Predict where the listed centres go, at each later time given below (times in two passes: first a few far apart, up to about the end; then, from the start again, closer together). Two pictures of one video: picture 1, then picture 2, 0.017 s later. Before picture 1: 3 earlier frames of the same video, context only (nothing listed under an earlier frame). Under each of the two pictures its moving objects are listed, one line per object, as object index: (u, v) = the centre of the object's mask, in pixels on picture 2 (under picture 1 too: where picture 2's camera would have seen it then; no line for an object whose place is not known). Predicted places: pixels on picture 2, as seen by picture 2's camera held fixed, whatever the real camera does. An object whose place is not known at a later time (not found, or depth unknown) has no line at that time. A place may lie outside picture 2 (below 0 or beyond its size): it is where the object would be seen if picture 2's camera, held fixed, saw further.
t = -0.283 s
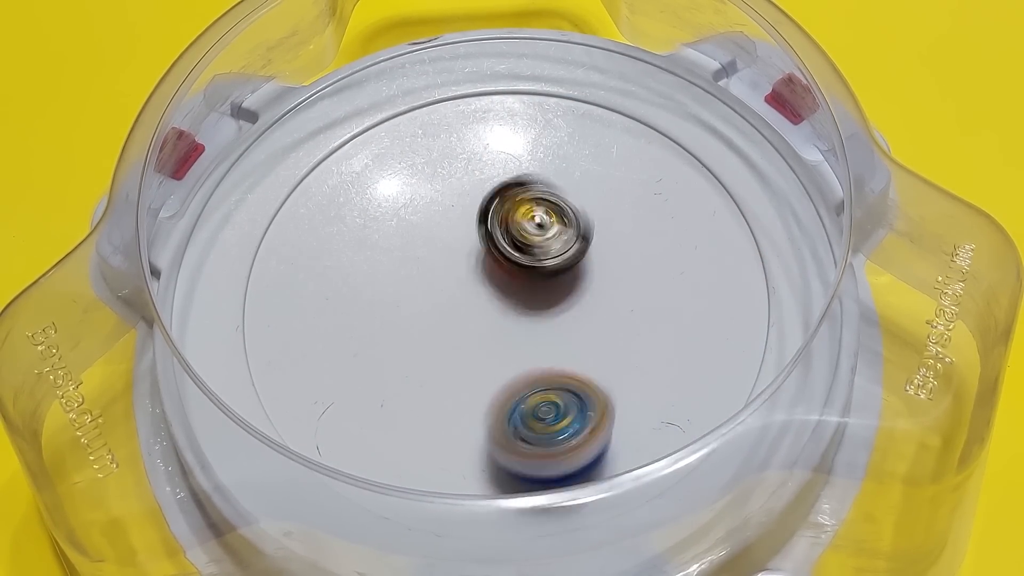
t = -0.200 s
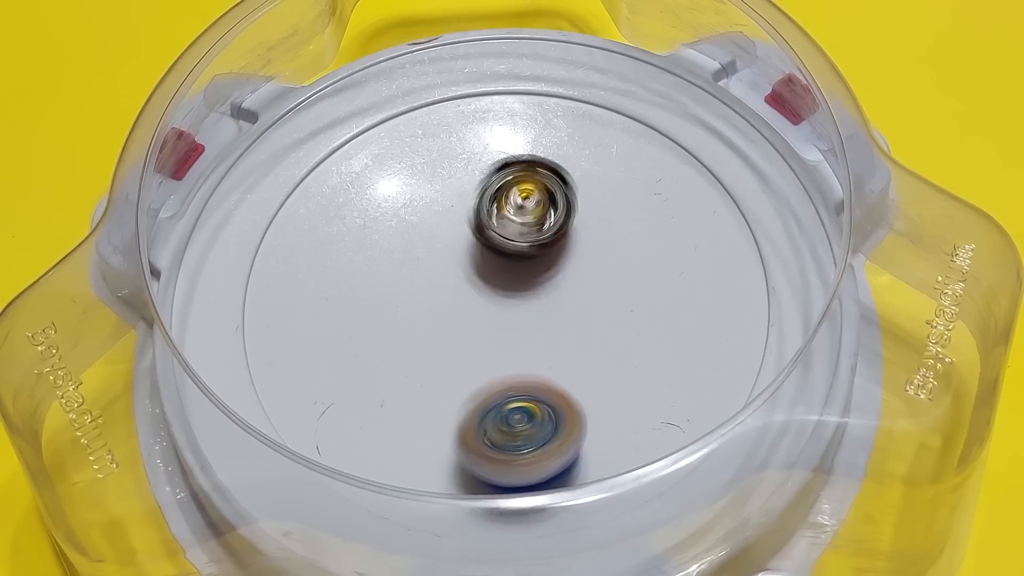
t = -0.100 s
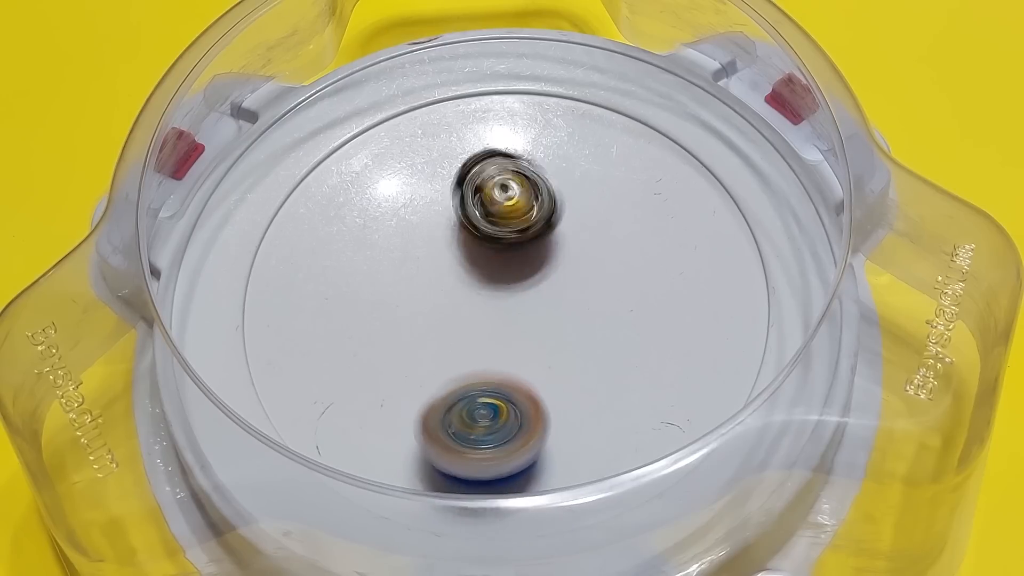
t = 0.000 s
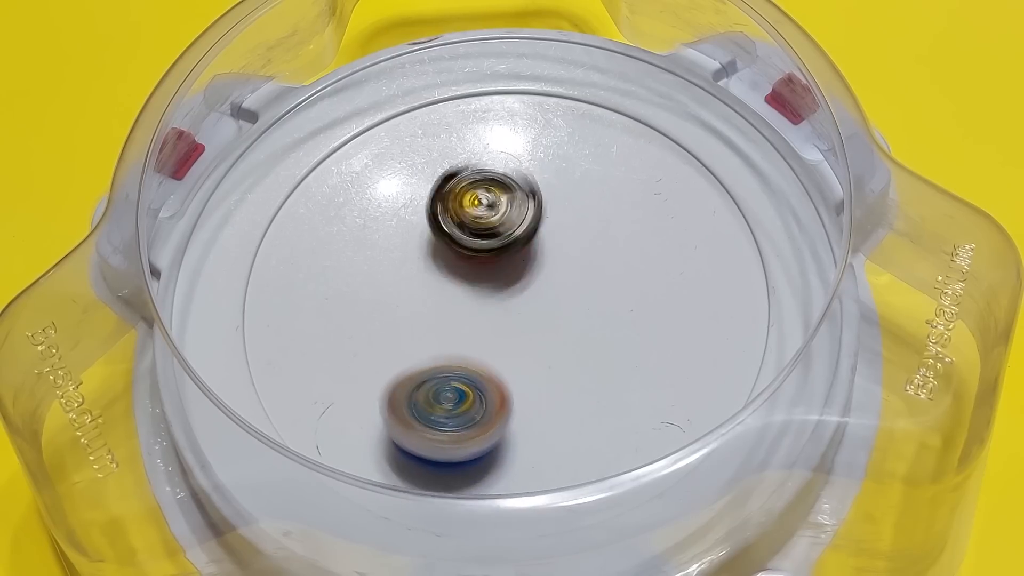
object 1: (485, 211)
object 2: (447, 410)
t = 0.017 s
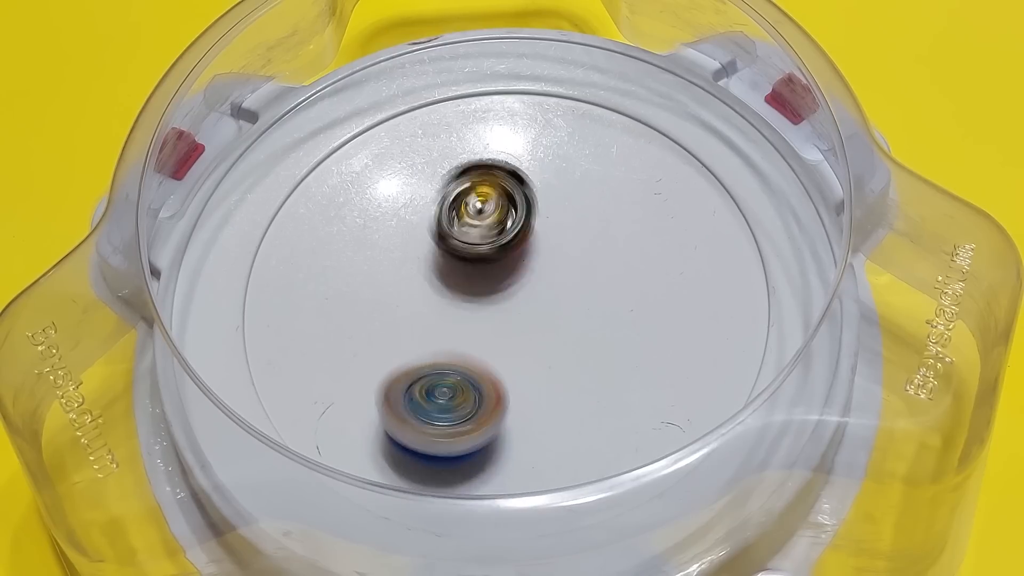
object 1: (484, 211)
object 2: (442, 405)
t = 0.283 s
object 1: (525, 266)
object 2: (357, 330)
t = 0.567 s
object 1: (603, 295)
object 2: (352, 248)
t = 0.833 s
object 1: (599, 336)
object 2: (438, 200)
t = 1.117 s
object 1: (509, 308)
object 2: (547, 211)
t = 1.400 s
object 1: (422, 278)
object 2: (657, 213)
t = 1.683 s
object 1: (497, 258)
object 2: (619, 295)
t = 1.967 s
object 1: (534, 240)
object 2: (520, 360)
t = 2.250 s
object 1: (539, 247)
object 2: (420, 301)
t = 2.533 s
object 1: (547, 243)
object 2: (421, 226)
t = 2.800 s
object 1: (568, 261)
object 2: (466, 199)
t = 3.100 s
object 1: (580, 321)
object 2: (502, 210)
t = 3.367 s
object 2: (485, 258)
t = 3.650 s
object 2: (455, 240)
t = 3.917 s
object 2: (484, 219)
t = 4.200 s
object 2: (498, 256)
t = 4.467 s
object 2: (479, 264)
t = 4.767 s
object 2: (470, 231)
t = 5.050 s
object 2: (507, 241)
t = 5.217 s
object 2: (510, 250)
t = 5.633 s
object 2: (442, 280)
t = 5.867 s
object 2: (453, 296)
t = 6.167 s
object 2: (473, 272)
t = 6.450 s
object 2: (497, 248)
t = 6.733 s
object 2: (506, 240)
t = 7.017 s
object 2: (500, 254)
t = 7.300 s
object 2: (473, 262)
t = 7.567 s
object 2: (464, 272)
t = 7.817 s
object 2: (476, 271)
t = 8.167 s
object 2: (511, 255)
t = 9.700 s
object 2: (512, 251)
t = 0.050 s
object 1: (481, 219)
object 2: (432, 398)
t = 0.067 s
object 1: (480, 225)
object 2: (426, 394)
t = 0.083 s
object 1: (477, 227)
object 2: (423, 389)
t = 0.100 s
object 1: (480, 234)
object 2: (417, 383)
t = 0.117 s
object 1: (477, 235)
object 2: (414, 378)
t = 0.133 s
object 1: (481, 242)
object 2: (409, 372)
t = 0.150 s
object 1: (475, 249)
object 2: (407, 366)
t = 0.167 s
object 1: (480, 251)
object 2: (403, 360)
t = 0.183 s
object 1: (477, 257)
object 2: (402, 354)
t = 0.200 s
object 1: (481, 259)
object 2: (399, 348)
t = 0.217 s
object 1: (484, 268)
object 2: (394, 344)
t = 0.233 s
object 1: (496, 265)
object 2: (382, 342)
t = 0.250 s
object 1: (511, 268)
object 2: (371, 338)
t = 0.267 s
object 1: (516, 268)
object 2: (365, 335)
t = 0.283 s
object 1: (525, 266)
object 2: (357, 330)
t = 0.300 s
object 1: (532, 269)
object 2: (353, 325)
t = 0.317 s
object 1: (538, 268)
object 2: (348, 320)
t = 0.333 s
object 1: (544, 270)
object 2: (345, 315)
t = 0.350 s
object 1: (545, 272)
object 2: (341, 309)
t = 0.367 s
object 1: (552, 272)
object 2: (340, 304)
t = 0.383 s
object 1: (553, 271)
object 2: (337, 299)
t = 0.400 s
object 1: (559, 270)
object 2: (337, 294)
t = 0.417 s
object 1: (564, 273)
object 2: (335, 289)
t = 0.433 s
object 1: (566, 273)
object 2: (336, 284)
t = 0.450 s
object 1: (576, 275)
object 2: (336, 280)
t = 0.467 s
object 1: (578, 279)
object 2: (337, 274)
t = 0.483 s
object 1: (585, 280)
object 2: (338, 271)
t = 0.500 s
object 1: (590, 287)
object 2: (340, 265)
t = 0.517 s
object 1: (590, 288)
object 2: (343, 263)
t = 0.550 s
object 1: (596, 296)
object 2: (349, 254)
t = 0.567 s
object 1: (603, 295)
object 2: (352, 248)
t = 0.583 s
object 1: (606, 302)
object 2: (356, 245)
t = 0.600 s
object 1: (606, 303)
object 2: (359, 239)
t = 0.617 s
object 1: (614, 308)
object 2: (364, 237)
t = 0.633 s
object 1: (611, 316)
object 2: (367, 231)
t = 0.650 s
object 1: (615, 314)
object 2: (373, 228)
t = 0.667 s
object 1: (617, 320)
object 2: (376, 223)
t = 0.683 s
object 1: (614, 321)
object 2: (382, 220)
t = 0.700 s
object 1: (620, 323)
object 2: (386, 217)
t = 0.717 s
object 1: (614, 328)
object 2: (393, 213)
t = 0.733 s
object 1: (614, 326)
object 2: (398, 211)
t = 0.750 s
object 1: (614, 330)
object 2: (405, 207)
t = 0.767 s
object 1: (609, 331)
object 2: (411, 207)
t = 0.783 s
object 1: (612, 331)
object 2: (418, 202)
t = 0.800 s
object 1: (606, 336)
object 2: (424, 202)
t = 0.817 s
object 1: (600, 331)
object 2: (430, 199)
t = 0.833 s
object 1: (599, 336)
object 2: (438, 200)
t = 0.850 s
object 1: (590, 336)
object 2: (444, 197)
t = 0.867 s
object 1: (593, 332)
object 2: (452, 197)
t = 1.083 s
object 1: (527, 311)
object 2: (534, 208)
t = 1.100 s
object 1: (521, 311)
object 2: (538, 208)
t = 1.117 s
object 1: (509, 308)
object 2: (547, 211)
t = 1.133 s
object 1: (503, 314)
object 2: (559, 206)
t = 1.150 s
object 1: (494, 321)
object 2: (572, 199)
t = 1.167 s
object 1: (476, 317)
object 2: (582, 197)
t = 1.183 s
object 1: (463, 310)
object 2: (592, 192)
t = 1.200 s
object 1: (455, 316)
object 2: (602, 192)
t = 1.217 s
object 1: (441, 317)
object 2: (608, 190)
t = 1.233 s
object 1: (430, 314)
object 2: (617, 192)
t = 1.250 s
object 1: (428, 311)
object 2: (621, 192)
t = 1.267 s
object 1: (429, 310)
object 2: (628, 192)
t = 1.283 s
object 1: (421, 307)
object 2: (632, 194)
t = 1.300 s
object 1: (412, 300)
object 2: (638, 195)
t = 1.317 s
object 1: (414, 295)
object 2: (642, 198)
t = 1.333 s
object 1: (417, 296)
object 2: (645, 199)
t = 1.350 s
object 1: (413, 292)
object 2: (650, 203)
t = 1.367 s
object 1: (412, 285)
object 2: (652, 206)
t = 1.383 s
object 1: (418, 280)
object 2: (656, 210)
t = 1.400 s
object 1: (422, 278)
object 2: (657, 213)
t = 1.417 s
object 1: (419, 276)
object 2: (660, 216)
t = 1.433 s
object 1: (417, 268)
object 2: (660, 222)
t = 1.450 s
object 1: (422, 263)
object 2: (660, 224)
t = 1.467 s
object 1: (428, 261)
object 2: (660, 231)
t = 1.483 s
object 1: (431, 262)
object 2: (659, 234)
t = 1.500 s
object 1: (434, 258)
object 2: (659, 240)
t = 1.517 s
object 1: (440, 256)
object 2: (657, 244)
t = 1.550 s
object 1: (450, 255)
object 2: (653, 254)
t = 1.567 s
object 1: (454, 252)
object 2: (651, 259)
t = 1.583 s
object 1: (460, 249)
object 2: (646, 267)
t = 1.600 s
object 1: (467, 248)
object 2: (643, 271)
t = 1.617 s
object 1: (474, 249)
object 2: (638, 277)
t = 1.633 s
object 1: (481, 250)
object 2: (634, 282)
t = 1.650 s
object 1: (486, 252)
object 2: (630, 286)
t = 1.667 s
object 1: (493, 256)
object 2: (624, 291)
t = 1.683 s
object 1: (497, 258)
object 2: (619, 295)
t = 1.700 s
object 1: (501, 257)
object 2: (612, 301)
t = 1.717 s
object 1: (502, 253)
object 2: (613, 308)
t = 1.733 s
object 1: (507, 250)
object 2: (609, 313)
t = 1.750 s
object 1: (511, 251)
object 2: (607, 318)
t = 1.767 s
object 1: (513, 252)
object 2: (605, 322)
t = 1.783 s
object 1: (516, 252)
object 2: (598, 325)
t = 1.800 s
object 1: (520, 251)
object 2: (592, 328)
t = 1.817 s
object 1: (528, 251)
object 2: (585, 335)
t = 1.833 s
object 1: (533, 251)
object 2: (581, 341)
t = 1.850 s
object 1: (538, 253)
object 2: (574, 346)
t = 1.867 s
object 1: (542, 251)
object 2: (567, 355)
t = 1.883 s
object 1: (543, 249)
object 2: (559, 357)
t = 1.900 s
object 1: (542, 247)
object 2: (549, 361)
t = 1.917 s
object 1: (540, 246)
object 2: (540, 361)
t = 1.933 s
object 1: (537, 245)
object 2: (533, 360)
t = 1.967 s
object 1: (534, 240)
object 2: (520, 360)
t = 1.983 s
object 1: (534, 239)
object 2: (511, 358)
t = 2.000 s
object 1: (534, 237)
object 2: (505, 357)
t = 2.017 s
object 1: (536, 238)
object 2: (501, 355)
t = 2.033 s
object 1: (537, 238)
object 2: (494, 353)
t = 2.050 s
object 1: (539, 239)
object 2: (488, 349)
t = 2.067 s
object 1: (539, 241)
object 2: (481, 346)
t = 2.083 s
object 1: (538, 243)
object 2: (477, 343)
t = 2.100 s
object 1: (536, 244)
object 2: (473, 340)
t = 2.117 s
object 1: (534, 246)
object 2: (466, 336)
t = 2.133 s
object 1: (531, 247)
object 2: (461, 331)
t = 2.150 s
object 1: (531, 246)
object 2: (455, 327)
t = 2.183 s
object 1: (533, 243)
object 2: (439, 321)
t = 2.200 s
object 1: (535, 244)
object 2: (432, 314)
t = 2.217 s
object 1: (536, 245)
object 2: (427, 312)
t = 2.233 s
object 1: (538, 246)
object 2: (425, 307)
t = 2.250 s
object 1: (539, 247)
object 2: (420, 301)
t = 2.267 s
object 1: (540, 247)
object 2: (416, 296)
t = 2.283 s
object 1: (541, 247)
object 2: (413, 291)
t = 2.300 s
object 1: (542, 247)
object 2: (414, 285)
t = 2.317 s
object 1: (544, 246)
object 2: (412, 279)
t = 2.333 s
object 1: (544, 245)
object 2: (409, 273)
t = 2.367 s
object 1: (545, 244)
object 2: (410, 264)
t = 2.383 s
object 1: (545, 244)
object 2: (408, 259)
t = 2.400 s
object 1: (546, 243)
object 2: (407, 255)
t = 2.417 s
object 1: (547, 243)
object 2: (410, 252)
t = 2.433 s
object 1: (548, 242)
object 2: (410, 246)
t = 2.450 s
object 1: (549, 242)
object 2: (410, 241)
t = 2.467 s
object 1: (549, 241)
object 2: (412, 240)
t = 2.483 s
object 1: (549, 241)
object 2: (415, 235)
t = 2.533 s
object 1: (547, 243)
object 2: (421, 226)
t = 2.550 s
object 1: (546, 243)
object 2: (424, 222)
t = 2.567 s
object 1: (546, 244)
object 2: (425, 221)
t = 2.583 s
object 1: (545, 244)
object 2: (429, 218)
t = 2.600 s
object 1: (545, 244)
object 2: (434, 215)
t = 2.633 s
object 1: (545, 245)
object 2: (439, 211)
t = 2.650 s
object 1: (545, 245)
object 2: (444, 210)
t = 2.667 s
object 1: (545, 244)
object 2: (447, 209)
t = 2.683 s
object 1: (548, 245)
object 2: (449, 206)
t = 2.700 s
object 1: (556, 248)
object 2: (450, 204)
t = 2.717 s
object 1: (563, 251)
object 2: (449, 199)
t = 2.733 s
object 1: (567, 255)
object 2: (451, 196)
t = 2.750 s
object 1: (570, 257)
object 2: (454, 198)
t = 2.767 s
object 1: (571, 259)
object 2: (457, 196)
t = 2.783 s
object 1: (570, 261)
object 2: (460, 196)
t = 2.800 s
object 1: (568, 261)
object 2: (466, 199)
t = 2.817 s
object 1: (567, 263)
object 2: (469, 200)
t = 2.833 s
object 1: (566, 264)
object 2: (473, 200)
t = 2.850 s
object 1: (566, 265)
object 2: (476, 204)
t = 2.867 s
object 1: (565, 266)
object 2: (478, 205)
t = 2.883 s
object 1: (566, 268)
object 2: (481, 205)
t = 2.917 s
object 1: (570, 280)
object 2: (485, 205)
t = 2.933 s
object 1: (571, 283)
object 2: (487, 204)
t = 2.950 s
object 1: (571, 286)
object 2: (490, 206)
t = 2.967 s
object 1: (571, 286)
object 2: (492, 209)
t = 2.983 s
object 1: (571, 286)
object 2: (493, 211)
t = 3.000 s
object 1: (571, 286)
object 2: (495, 215)
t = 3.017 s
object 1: (574, 292)
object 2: (498, 211)
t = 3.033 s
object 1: (576, 301)
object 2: (498, 208)
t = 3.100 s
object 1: (580, 321)
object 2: (502, 210)
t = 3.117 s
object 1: (580, 322)
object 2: (505, 215)
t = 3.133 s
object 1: (578, 322)
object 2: (503, 220)
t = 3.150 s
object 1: (577, 322)
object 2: (503, 226)
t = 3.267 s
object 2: (497, 249)
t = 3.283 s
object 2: (494, 254)
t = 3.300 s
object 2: (494, 255)
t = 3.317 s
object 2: (490, 255)
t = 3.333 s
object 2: (489, 256)
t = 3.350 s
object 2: (486, 258)
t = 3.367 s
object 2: (485, 258)
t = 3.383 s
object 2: (482, 258)
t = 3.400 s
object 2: (482, 257)
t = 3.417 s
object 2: (476, 257)
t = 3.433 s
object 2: (475, 257)
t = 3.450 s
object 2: (472, 256)
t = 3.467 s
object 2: (474, 257)
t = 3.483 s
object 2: (471, 255)
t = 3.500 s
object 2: (473, 256)
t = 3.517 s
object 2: (468, 255)
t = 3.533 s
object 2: (469, 254)
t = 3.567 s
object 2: (465, 251)
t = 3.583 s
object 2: (459, 250)
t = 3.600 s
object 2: (460, 246)
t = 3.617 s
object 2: (456, 243)
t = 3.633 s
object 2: (458, 241)
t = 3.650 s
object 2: (455, 240)
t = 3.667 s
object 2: (457, 236)
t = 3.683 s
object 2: (456, 235)
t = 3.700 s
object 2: (457, 232)
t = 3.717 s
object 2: (456, 232)
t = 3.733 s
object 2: (457, 228)
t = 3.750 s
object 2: (457, 226)
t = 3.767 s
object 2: (461, 223)
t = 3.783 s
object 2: (462, 223)
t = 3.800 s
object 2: (464, 220)
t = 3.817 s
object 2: (467, 220)
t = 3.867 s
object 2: (474, 218)
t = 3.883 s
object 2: (477, 218)
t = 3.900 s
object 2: (480, 217)
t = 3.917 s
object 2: (484, 219)
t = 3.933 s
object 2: (486, 220)
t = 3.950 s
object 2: (488, 221)
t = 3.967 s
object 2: (490, 221)
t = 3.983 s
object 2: (494, 224)
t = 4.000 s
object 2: (494, 226)
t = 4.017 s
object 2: (496, 228)
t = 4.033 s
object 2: (497, 230)
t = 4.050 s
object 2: (500, 233)
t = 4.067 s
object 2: (499, 235)
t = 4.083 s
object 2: (501, 237)
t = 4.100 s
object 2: (500, 240)
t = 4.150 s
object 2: (502, 247)
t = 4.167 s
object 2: (500, 250)
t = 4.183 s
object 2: (502, 252)
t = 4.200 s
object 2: (498, 256)
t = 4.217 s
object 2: (500, 256)
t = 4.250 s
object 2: (498, 260)
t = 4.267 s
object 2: (495, 262)
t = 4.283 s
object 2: (496, 261)
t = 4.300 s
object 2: (494, 263)
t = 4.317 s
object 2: (494, 264)
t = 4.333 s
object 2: (492, 266)
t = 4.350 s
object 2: (490, 265)
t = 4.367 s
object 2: (489, 267)
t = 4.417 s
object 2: (482, 266)
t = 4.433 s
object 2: (483, 264)
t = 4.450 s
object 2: (478, 266)
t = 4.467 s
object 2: (479, 264)
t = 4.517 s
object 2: (474, 263)
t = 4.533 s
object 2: (471, 260)
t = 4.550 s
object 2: (470, 261)
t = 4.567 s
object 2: (467, 257)
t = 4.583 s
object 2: (468, 255)
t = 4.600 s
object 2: (464, 252)
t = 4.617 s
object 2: (465, 249)
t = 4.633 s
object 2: (463, 247)
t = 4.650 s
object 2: (465, 244)
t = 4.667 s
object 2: (465, 243)
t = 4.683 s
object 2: (464, 240)
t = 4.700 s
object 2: (465, 240)
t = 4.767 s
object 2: (470, 231)
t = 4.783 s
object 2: (471, 230)
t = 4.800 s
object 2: (476, 228)
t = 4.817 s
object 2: (478, 228)
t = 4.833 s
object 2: (480, 227)
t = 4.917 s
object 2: (493, 228)
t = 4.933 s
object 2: (495, 229)
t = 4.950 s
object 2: (499, 230)
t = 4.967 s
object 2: (500, 232)
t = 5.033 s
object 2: (507, 240)
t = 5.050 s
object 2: (507, 241)
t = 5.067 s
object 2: (509, 243)
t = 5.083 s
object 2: (508, 244)
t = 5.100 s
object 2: (510, 245)
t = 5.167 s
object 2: (510, 247)
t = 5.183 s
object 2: (512, 248)
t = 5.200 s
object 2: (510, 250)
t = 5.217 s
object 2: (510, 250)
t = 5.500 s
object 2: (459, 265)
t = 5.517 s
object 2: (455, 269)
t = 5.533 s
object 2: (451, 268)
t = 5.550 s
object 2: (450, 269)
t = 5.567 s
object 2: (446, 272)
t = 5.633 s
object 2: (442, 280)
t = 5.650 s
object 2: (440, 282)
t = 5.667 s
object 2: (443, 284)
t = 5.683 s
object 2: (442, 289)
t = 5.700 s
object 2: (441, 289)
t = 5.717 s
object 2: (443, 291)
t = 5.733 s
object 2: (443, 293)
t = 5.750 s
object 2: (448, 294)
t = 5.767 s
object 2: (448, 299)
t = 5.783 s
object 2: (449, 299)
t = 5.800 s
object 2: (451, 299)
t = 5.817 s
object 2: (451, 298)
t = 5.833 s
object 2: (456, 297)
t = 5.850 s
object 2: (455, 298)
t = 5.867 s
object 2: (453, 296)
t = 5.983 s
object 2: (454, 286)
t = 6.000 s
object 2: (454, 283)
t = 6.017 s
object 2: (458, 281)
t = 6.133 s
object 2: (466, 273)
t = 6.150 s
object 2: (471, 270)
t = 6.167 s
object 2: (473, 272)
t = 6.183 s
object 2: (471, 271)
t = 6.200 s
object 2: (473, 268)
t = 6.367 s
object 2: (485, 254)
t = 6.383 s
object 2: (485, 252)
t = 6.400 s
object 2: (488, 251)
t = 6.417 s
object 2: (489, 250)
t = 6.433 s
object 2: (492, 247)
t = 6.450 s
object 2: (497, 248)
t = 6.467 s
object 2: (496, 249)
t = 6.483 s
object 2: (496, 247)
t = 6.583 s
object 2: (504, 245)
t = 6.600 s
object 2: (505, 244)
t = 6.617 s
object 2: (503, 243)
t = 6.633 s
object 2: (504, 240)
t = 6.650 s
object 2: (508, 240)
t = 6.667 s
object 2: (509, 241)
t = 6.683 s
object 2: (509, 242)
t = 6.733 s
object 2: (506, 240)
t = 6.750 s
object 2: (507, 238)
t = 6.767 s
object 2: (510, 238)
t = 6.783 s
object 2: (510, 239)
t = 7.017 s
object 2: (500, 254)
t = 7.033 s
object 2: (499, 254)
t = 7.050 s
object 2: (499, 257)
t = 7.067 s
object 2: (497, 258)
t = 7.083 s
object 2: (495, 257)
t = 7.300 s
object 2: (473, 262)
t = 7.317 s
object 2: (471, 262)
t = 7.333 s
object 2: (470, 261)
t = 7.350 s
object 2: (471, 262)
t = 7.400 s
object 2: (468, 266)
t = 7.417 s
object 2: (465, 267)
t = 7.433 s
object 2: (464, 266)
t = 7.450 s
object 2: (465, 266)
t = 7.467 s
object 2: (466, 265)
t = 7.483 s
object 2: (466, 267)
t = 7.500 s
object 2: (466, 267)
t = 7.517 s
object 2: (467, 268)
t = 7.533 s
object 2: (468, 270)
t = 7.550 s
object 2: (465, 272)
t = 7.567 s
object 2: (464, 272)
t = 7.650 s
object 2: (469, 277)
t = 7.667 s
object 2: (467, 278)
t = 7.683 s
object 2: (464, 277)
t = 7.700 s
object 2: (464, 275)
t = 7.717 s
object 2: (464, 273)
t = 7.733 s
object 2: (464, 274)
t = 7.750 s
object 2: (464, 271)
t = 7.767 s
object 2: (468, 270)
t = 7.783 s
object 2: (472, 270)
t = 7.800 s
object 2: (476, 272)
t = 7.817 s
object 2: (476, 271)
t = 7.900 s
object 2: (479, 256)
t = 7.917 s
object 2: (479, 254)
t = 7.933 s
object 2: (479, 252)
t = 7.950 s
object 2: (481, 251)
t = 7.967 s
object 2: (483, 250)
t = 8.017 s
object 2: (488, 248)
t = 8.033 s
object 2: (490, 248)
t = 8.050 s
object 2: (493, 248)
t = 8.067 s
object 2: (496, 249)
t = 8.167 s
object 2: (511, 255)
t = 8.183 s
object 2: (512, 253)
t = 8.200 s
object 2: (512, 251)
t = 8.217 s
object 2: (512, 250)
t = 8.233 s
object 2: (511, 250)
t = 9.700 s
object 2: (512, 251)
